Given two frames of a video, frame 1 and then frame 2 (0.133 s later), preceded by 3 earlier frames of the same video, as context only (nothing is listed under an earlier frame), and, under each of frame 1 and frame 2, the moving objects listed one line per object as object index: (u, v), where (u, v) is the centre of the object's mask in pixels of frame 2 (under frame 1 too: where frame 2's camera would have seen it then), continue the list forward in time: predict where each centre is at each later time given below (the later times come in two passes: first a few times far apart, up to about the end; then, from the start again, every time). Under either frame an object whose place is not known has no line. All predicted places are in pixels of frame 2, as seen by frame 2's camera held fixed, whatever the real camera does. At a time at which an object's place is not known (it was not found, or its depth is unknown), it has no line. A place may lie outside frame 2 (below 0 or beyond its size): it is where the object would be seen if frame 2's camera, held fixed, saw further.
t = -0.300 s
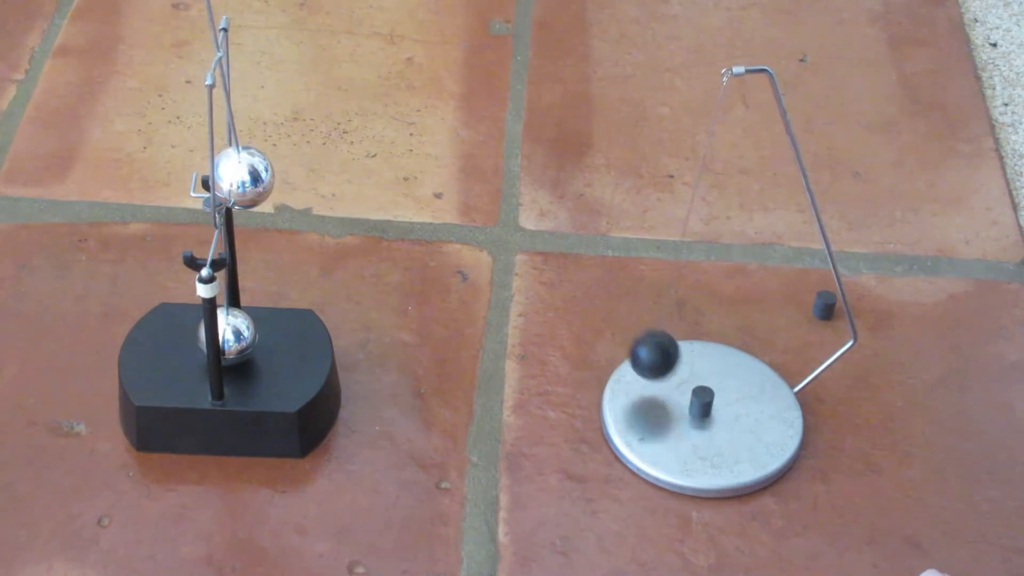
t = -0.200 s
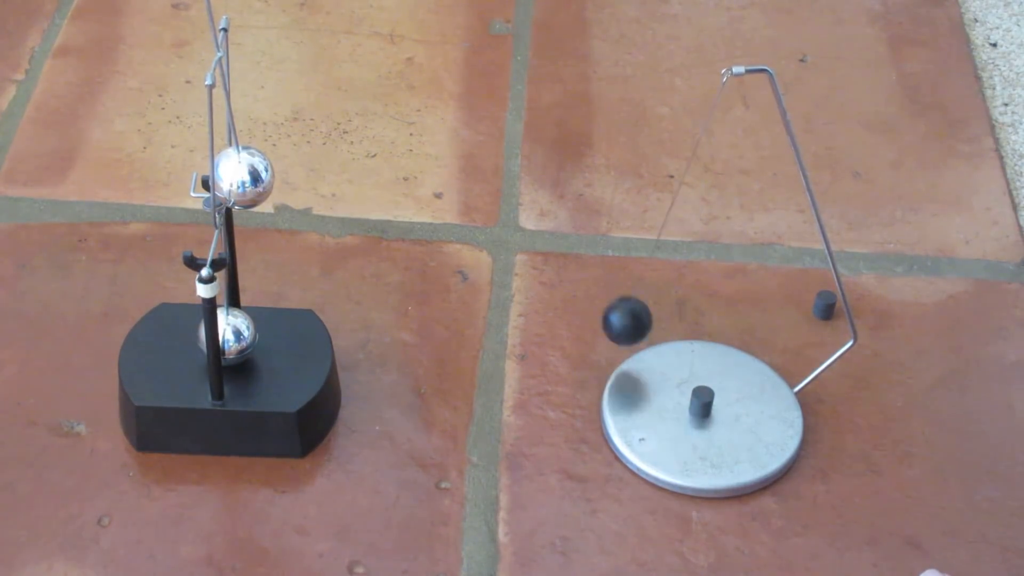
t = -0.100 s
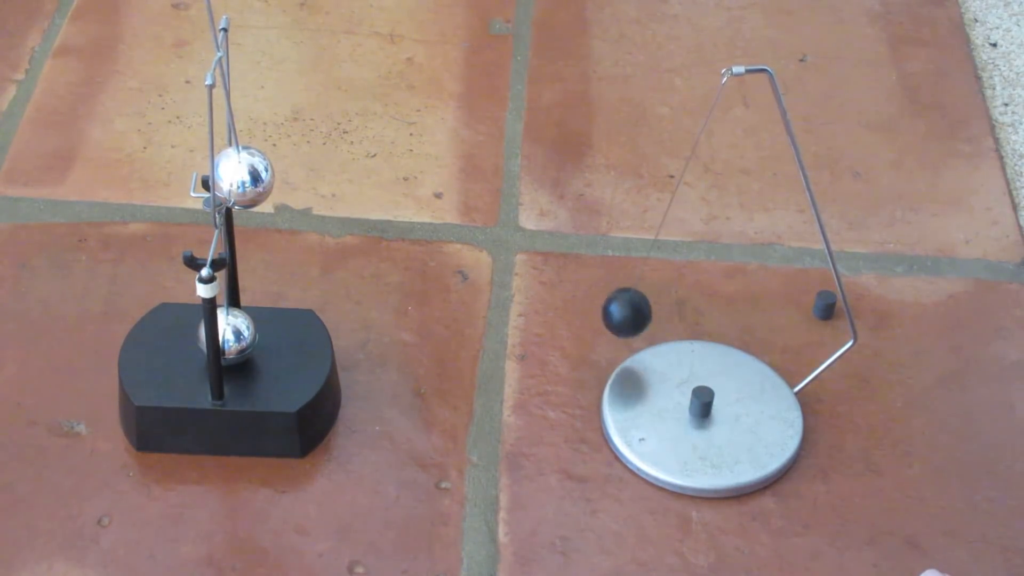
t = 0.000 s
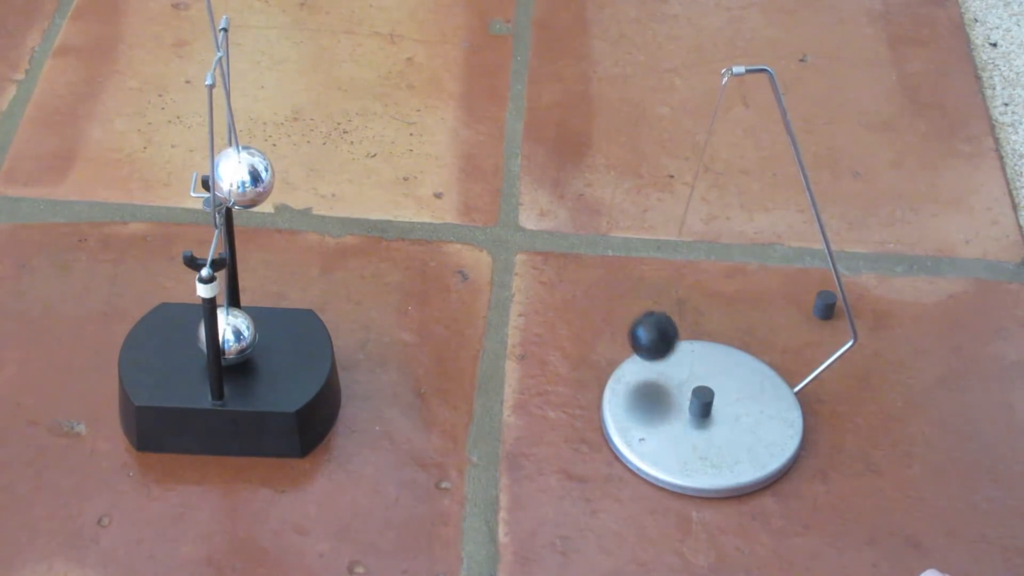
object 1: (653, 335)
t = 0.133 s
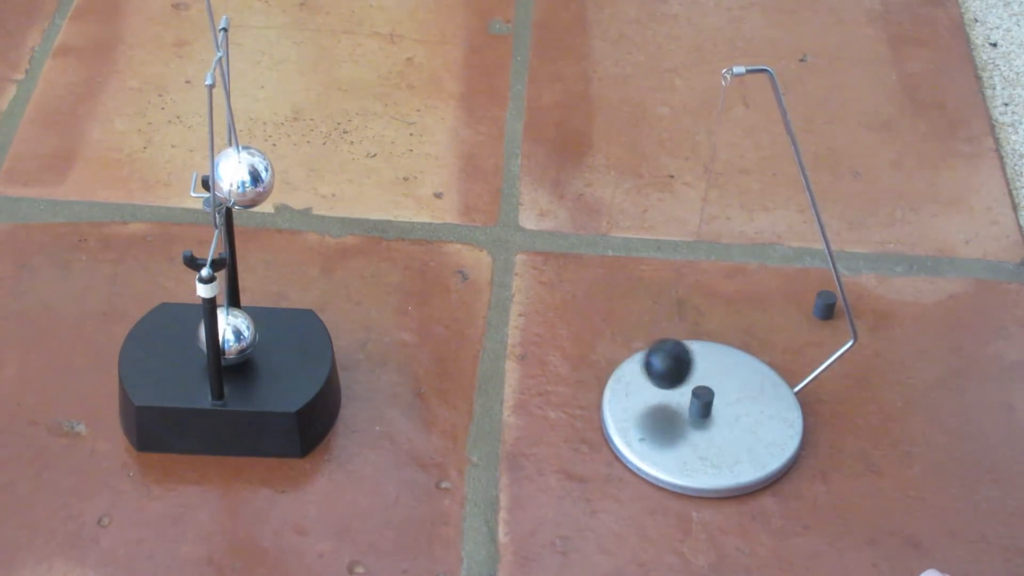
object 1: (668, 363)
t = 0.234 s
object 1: (619, 349)
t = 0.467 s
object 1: (641, 358)
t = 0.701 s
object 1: (617, 355)
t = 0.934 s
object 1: (645, 358)
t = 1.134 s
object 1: (657, 328)
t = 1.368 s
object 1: (651, 343)
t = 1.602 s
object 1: (661, 409)
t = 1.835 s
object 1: (667, 374)
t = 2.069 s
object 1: (658, 313)
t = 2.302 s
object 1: (671, 365)
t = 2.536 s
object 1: (610, 358)
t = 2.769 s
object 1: (675, 355)
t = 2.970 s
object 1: (643, 321)
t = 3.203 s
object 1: (668, 382)
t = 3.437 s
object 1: (647, 395)
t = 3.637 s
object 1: (669, 342)
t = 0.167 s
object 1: (649, 359)
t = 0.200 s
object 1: (633, 354)
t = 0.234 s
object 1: (619, 349)
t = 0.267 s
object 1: (609, 346)
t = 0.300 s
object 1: (603, 344)
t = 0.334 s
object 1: (602, 344)
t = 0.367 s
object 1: (605, 345)
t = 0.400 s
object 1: (613, 349)
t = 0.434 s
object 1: (626, 353)
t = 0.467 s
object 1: (641, 358)
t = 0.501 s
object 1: (659, 363)
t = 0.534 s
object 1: (675, 367)
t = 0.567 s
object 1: (678, 369)
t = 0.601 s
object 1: (664, 367)
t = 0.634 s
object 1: (647, 363)
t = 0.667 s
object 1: (631, 359)
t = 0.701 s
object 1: (617, 355)
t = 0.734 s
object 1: (608, 352)
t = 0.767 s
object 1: (603, 350)
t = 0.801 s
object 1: (603, 349)
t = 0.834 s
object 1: (607, 350)
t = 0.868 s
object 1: (616, 352)
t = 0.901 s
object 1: (628, 355)
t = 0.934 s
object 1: (645, 358)
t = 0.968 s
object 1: (662, 361)
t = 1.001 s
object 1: (678, 363)
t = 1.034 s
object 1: (681, 359)
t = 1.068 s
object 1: (674, 349)
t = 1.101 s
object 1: (665, 338)
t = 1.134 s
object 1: (657, 328)
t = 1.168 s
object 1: (650, 321)
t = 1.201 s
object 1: (645, 316)
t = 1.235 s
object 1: (641, 316)
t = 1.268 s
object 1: (640, 318)
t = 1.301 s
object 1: (641, 324)
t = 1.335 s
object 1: (645, 332)
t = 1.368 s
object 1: (651, 343)
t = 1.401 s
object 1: (658, 356)
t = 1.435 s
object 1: (666, 368)
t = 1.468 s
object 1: (670, 379)
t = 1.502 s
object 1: (668, 389)
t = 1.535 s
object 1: (666, 398)
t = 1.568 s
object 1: (663, 405)
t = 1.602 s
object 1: (661, 409)
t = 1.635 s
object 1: (659, 411)
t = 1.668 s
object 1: (659, 411)
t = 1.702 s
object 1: (660, 408)
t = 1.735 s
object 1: (661, 402)
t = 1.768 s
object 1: (664, 394)
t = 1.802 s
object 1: (666, 385)
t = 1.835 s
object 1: (667, 374)
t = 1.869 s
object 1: (664, 362)
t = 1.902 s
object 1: (660, 349)
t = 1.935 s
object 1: (656, 337)
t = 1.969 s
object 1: (655, 326)
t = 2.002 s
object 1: (654, 319)
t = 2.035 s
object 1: (655, 314)
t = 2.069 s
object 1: (658, 313)
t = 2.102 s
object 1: (661, 316)
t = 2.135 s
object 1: (666, 321)
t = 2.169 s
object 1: (671, 331)
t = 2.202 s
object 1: (676, 342)
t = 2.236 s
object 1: (682, 354)
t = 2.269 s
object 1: (682, 363)
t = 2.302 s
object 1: (671, 365)
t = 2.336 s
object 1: (655, 364)
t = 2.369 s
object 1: (639, 362)
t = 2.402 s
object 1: (625, 360)
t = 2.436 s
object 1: (615, 359)
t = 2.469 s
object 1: (609, 358)
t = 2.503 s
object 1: (608, 358)
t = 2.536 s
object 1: (610, 358)
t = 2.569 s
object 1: (618, 360)
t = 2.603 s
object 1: (629, 362)
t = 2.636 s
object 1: (643, 364)
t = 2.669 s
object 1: (659, 366)
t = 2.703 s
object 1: (674, 367)
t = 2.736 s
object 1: (680, 364)
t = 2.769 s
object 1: (675, 355)
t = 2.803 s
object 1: (667, 345)
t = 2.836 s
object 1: (659, 335)
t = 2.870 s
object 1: (652, 327)
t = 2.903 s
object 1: (647, 322)
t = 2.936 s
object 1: (644, 320)
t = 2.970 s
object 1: (643, 321)
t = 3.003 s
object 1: (644, 325)
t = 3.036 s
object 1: (648, 333)
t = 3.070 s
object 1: (653, 342)
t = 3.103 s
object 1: (660, 353)
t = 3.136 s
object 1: (667, 364)
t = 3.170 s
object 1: (671, 374)
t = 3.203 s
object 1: (668, 382)
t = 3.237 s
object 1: (663, 389)
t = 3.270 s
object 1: (656, 395)
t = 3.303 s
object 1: (651, 399)
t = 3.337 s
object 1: (647, 401)
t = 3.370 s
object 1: (645, 401)
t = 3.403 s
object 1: (645, 399)
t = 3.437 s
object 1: (647, 395)
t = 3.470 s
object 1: (650, 389)
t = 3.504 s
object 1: (655, 382)
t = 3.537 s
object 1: (660, 374)
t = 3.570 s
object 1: (664, 364)
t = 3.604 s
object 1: (667, 353)
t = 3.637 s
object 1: (669, 342)
